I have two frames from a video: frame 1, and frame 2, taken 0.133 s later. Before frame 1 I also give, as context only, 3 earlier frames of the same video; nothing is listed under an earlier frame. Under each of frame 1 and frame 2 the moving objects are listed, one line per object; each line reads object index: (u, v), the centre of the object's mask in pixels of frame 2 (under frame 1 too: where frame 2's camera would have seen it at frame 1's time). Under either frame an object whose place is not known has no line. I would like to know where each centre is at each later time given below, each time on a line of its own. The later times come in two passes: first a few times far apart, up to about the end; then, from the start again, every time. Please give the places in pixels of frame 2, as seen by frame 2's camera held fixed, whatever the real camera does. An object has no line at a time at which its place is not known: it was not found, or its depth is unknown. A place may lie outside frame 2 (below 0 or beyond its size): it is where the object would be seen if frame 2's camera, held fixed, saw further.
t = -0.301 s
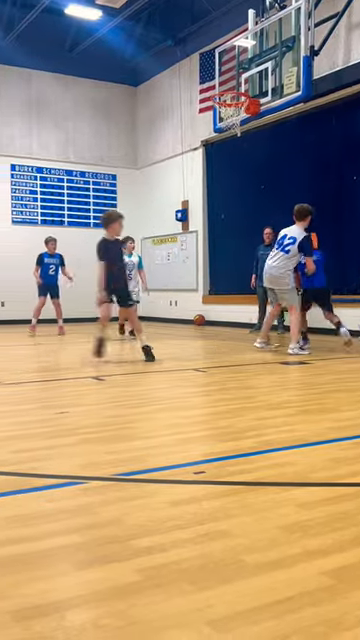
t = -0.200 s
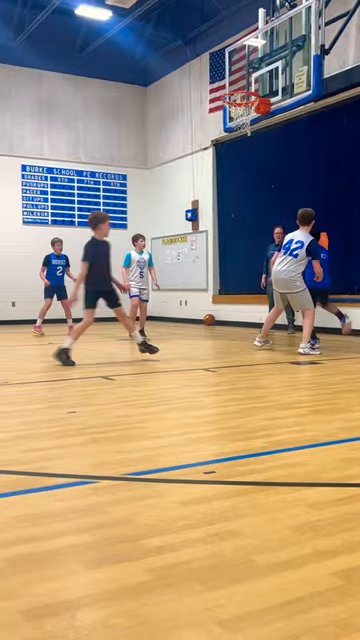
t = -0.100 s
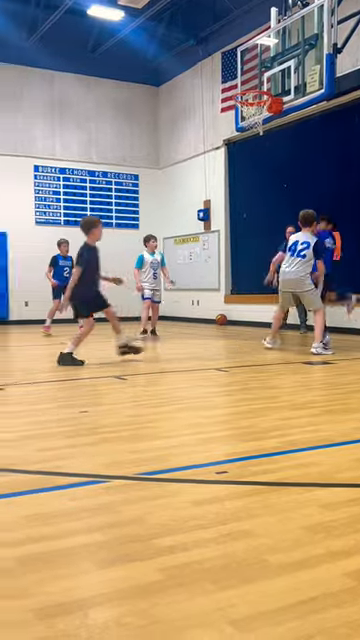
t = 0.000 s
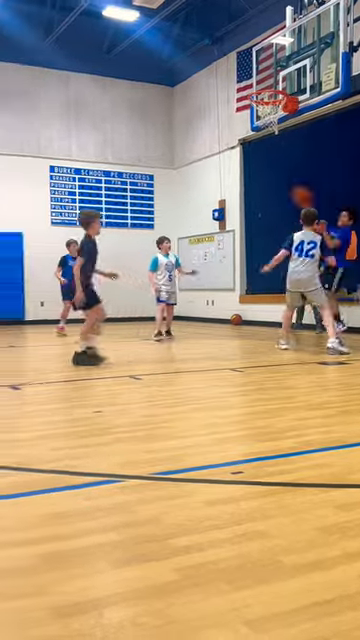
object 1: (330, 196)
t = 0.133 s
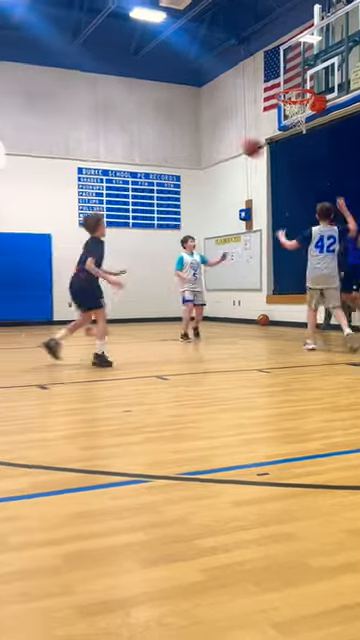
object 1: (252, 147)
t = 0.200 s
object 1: (213, 128)
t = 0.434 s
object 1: (74, 86)
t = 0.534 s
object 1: (8, 80)
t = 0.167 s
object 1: (233, 137)
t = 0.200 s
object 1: (213, 128)
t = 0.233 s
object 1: (192, 120)
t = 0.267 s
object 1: (173, 111)
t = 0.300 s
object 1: (152, 104)
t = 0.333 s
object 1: (132, 100)
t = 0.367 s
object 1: (114, 95)
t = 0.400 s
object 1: (94, 89)
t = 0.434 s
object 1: (74, 86)
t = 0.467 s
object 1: (52, 83)
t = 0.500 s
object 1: (31, 81)
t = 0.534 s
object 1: (8, 80)
